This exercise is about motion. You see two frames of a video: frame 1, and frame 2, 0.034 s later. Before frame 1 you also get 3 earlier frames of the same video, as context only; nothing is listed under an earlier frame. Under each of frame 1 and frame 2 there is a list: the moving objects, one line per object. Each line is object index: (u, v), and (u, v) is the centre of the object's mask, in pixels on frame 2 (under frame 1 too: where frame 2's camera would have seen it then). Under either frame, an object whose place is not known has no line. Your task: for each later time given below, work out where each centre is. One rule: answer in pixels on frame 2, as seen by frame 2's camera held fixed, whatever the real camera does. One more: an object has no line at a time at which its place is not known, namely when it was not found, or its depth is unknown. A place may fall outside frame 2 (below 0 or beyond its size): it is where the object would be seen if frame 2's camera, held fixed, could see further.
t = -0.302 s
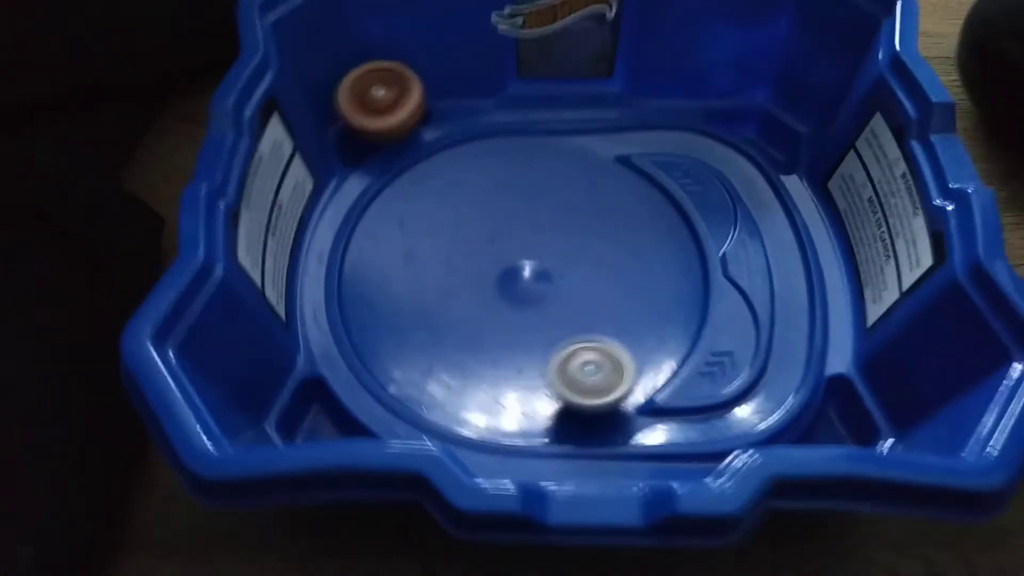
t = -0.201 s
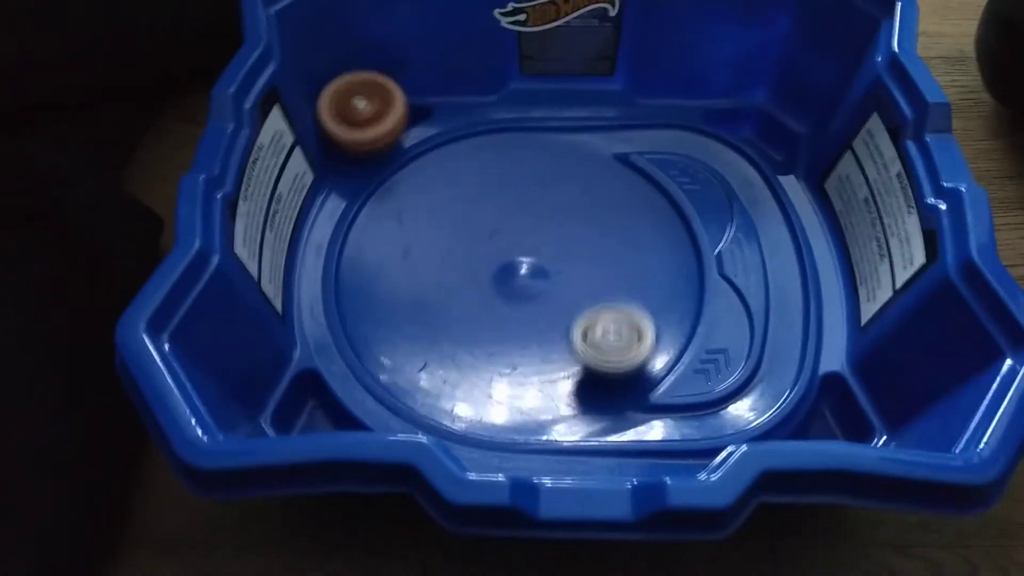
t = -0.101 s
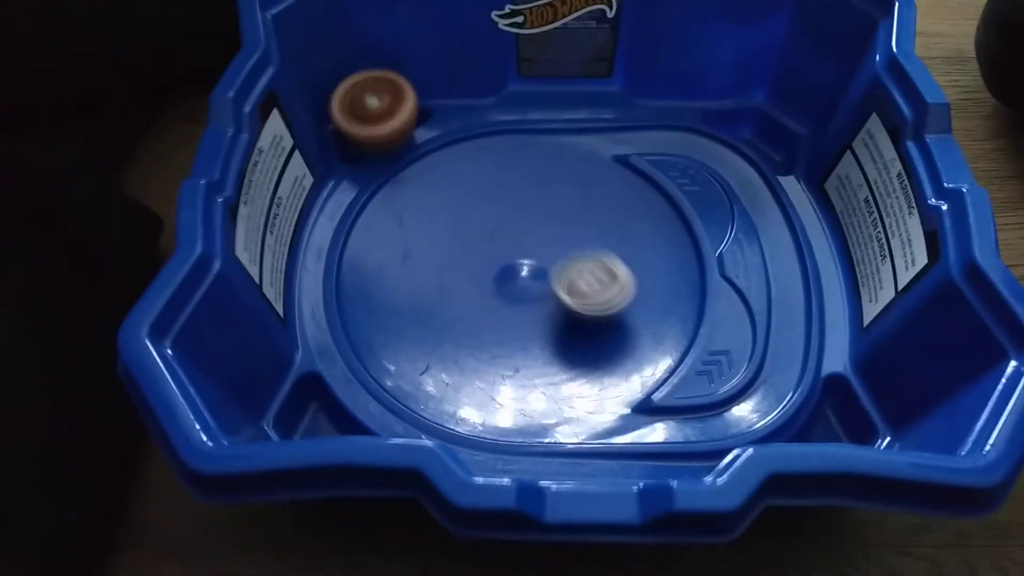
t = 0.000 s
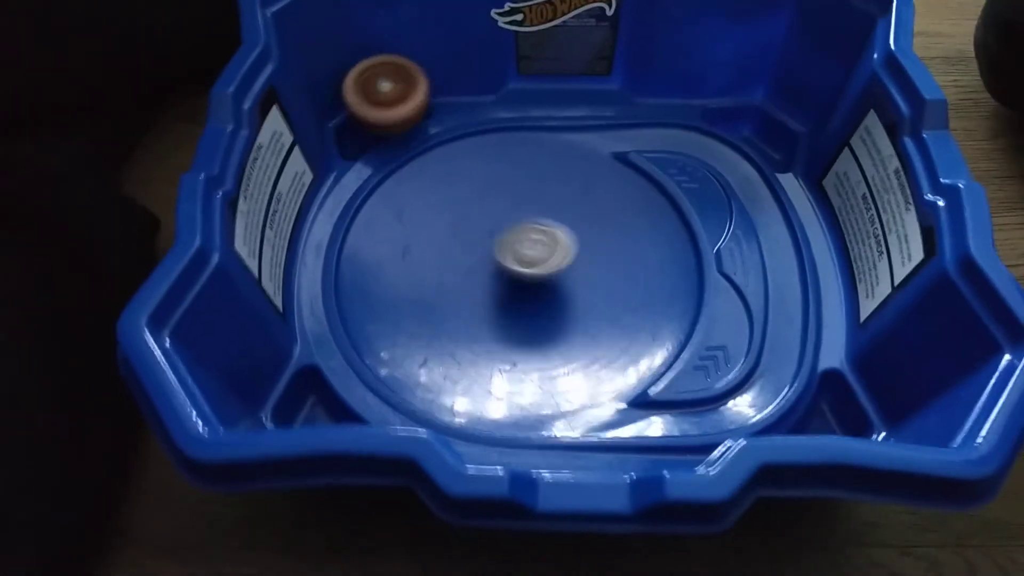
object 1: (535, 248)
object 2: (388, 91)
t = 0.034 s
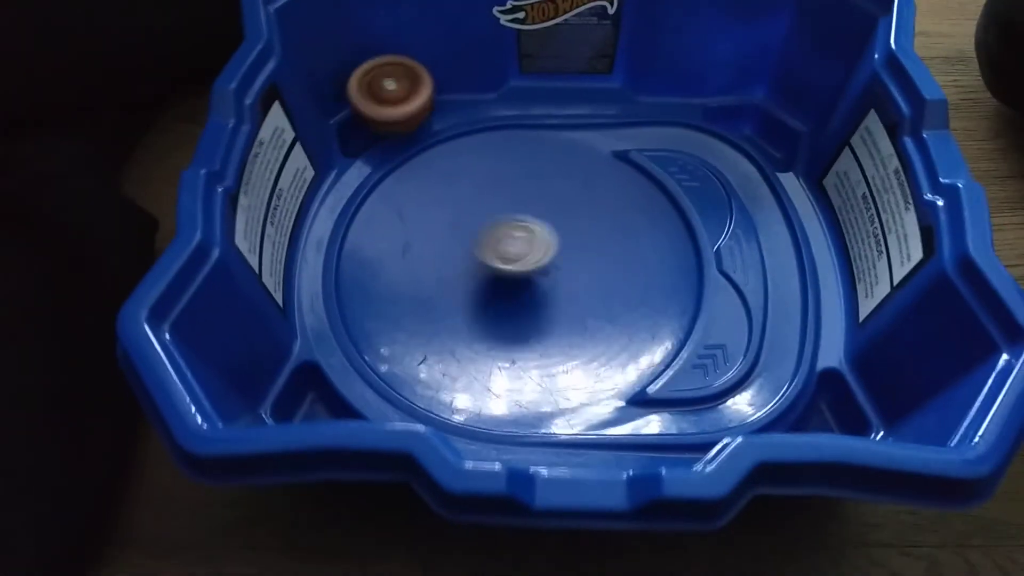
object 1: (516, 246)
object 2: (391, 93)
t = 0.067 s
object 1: (494, 245)
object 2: (395, 92)
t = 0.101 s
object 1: (470, 245)
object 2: (394, 92)
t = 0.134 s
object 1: (446, 246)
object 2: (388, 95)
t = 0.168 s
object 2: (381, 97)
